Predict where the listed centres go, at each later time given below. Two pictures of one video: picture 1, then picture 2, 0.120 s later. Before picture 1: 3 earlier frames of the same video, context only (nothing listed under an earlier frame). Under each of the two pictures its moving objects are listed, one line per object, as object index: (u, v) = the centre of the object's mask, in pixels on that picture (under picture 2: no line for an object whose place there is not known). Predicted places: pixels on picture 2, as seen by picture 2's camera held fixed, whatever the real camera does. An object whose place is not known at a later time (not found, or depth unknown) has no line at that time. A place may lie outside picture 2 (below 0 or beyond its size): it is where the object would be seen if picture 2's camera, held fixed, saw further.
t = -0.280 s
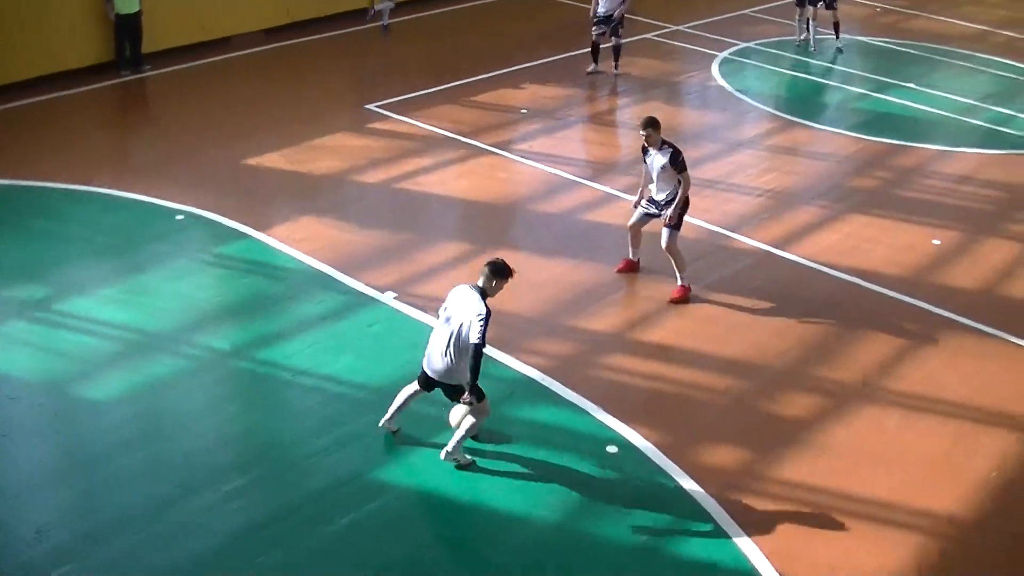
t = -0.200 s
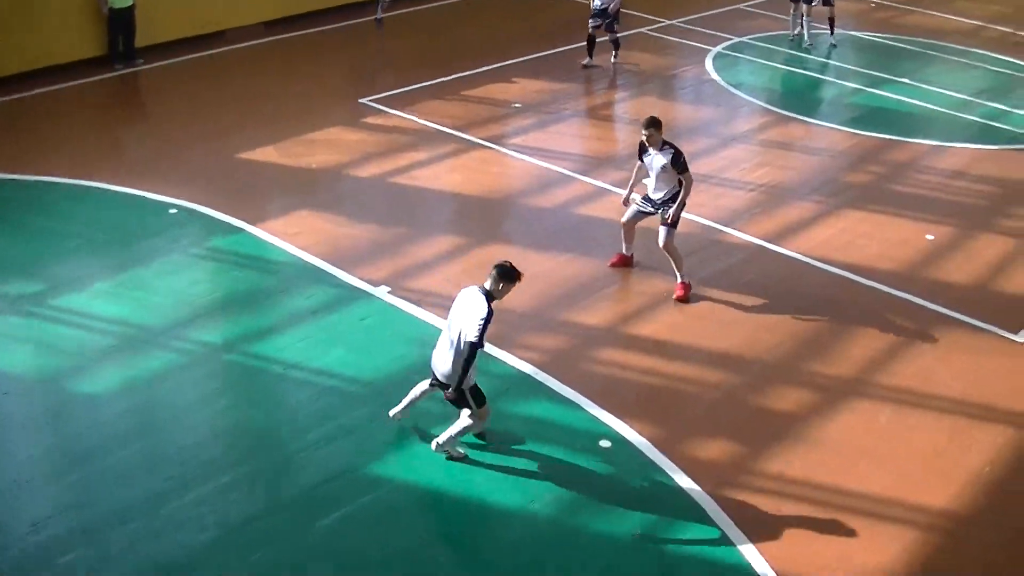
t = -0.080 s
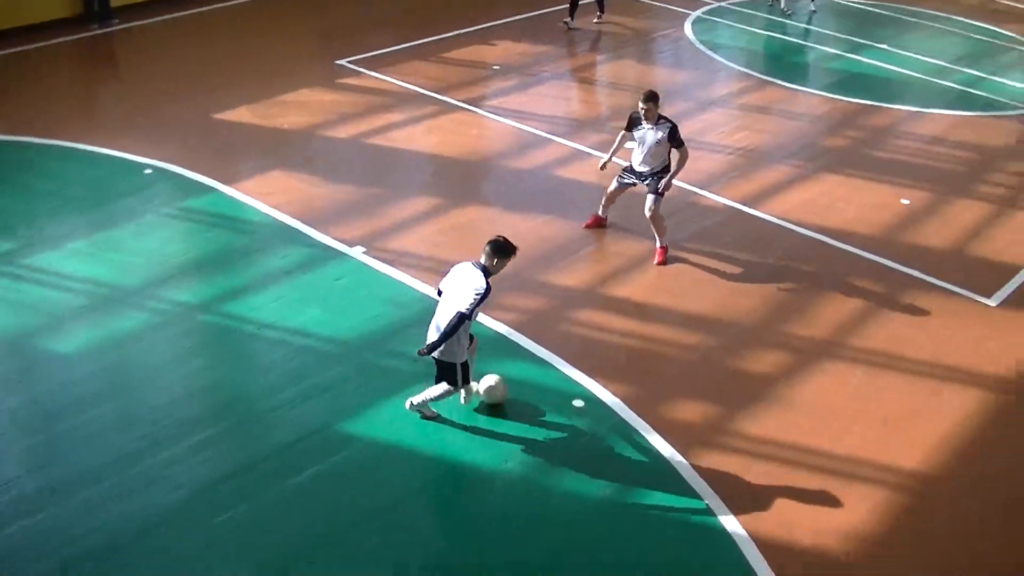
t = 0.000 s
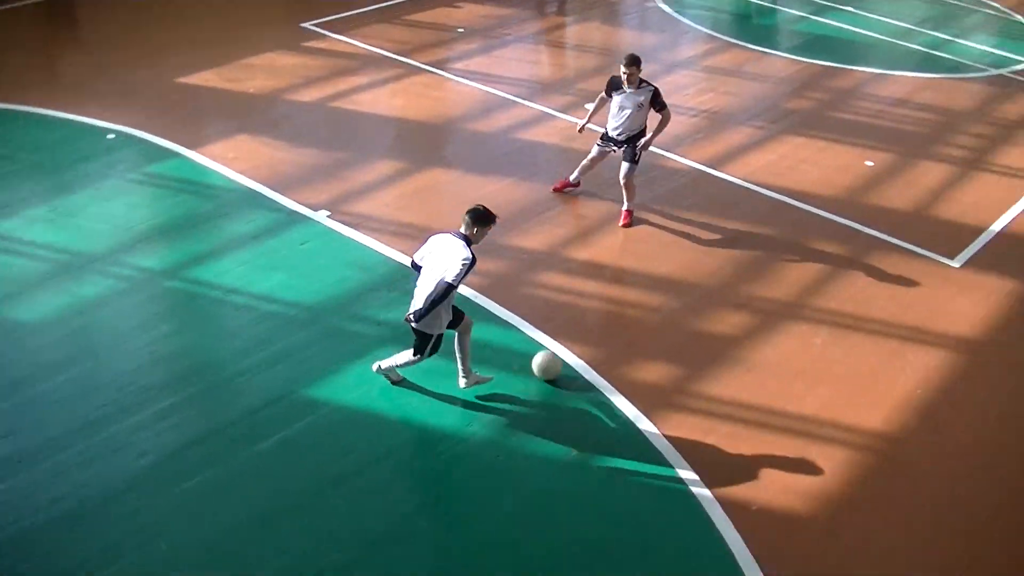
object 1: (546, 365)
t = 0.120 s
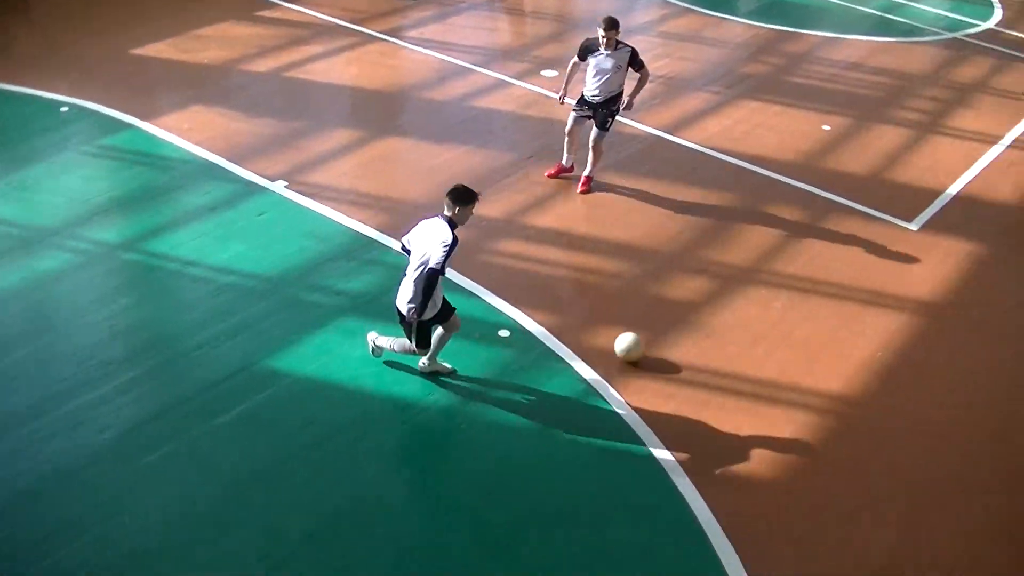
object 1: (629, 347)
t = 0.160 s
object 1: (668, 352)
